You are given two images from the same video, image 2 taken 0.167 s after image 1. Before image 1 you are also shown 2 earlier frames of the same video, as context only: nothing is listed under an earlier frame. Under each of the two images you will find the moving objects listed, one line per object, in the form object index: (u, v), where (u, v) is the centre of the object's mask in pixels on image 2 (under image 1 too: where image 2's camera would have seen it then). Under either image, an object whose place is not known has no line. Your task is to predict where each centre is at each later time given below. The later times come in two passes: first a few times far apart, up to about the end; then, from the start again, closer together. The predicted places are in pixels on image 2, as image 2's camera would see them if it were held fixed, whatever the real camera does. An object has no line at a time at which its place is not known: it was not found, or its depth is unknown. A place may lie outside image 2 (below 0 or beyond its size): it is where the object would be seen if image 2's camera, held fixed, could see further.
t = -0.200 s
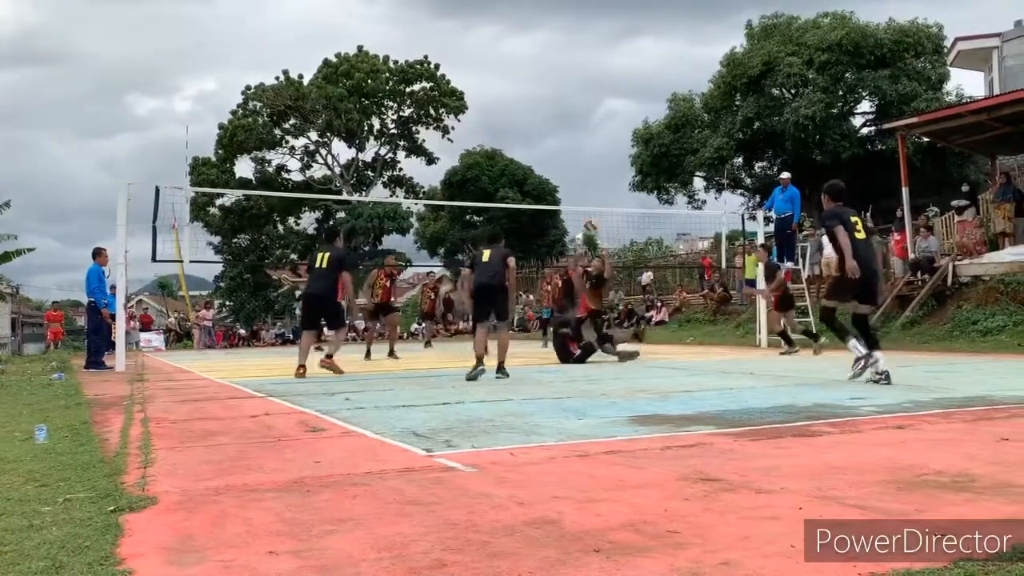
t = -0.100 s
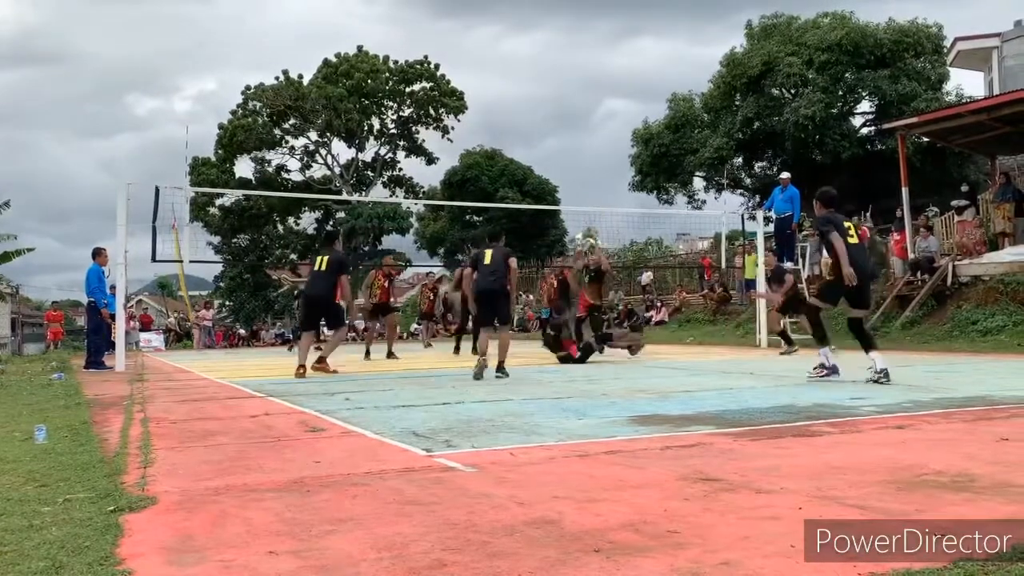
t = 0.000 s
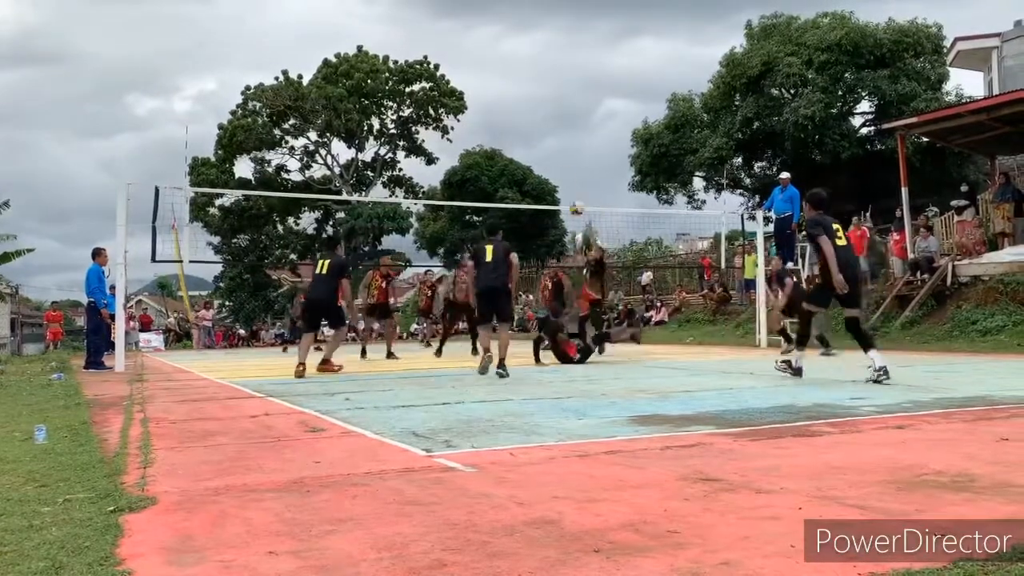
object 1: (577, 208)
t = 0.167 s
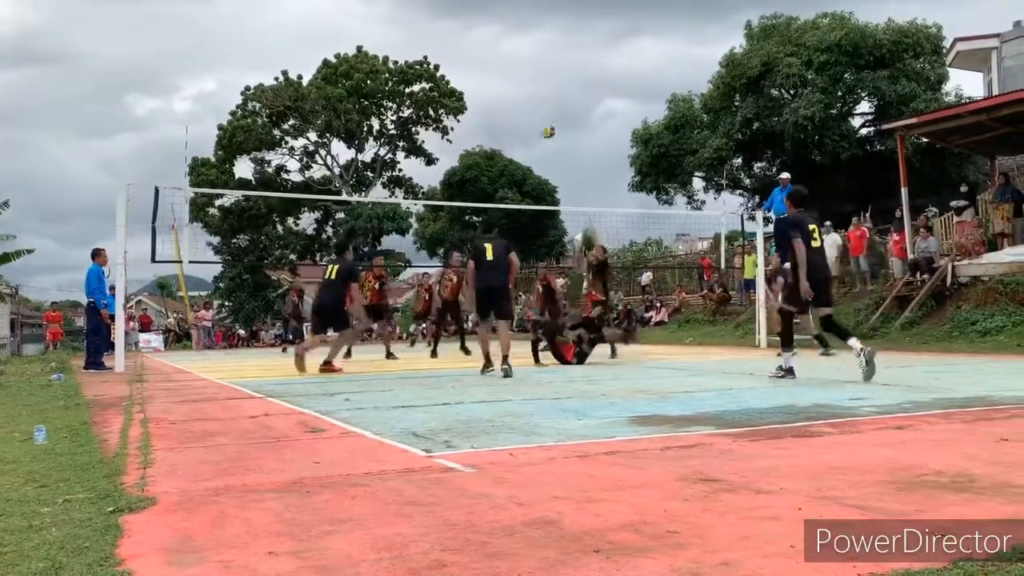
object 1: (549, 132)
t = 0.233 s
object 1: (536, 105)
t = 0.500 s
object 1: (487, 29)
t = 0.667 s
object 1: (457, 6)
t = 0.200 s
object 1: (543, 117)
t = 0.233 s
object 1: (536, 105)
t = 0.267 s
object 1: (529, 93)
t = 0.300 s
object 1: (524, 81)
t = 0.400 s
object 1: (506, 52)
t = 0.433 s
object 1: (499, 43)
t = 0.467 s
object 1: (493, 35)
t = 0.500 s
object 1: (487, 29)
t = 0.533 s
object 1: (481, 23)
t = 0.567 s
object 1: (475, 18)
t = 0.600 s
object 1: (469, 14)
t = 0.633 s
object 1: (463, 10)
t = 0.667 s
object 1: (457, 6)
